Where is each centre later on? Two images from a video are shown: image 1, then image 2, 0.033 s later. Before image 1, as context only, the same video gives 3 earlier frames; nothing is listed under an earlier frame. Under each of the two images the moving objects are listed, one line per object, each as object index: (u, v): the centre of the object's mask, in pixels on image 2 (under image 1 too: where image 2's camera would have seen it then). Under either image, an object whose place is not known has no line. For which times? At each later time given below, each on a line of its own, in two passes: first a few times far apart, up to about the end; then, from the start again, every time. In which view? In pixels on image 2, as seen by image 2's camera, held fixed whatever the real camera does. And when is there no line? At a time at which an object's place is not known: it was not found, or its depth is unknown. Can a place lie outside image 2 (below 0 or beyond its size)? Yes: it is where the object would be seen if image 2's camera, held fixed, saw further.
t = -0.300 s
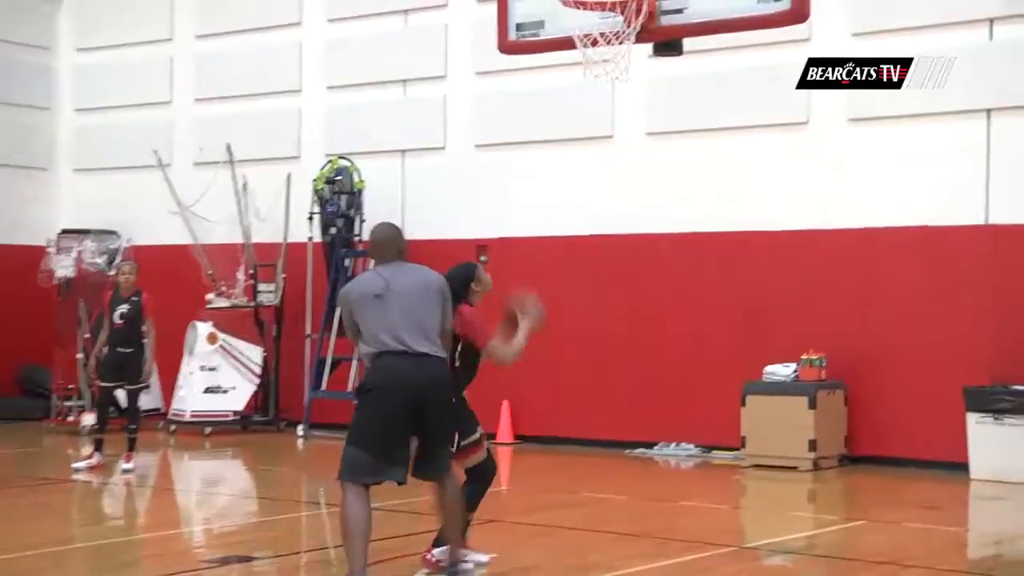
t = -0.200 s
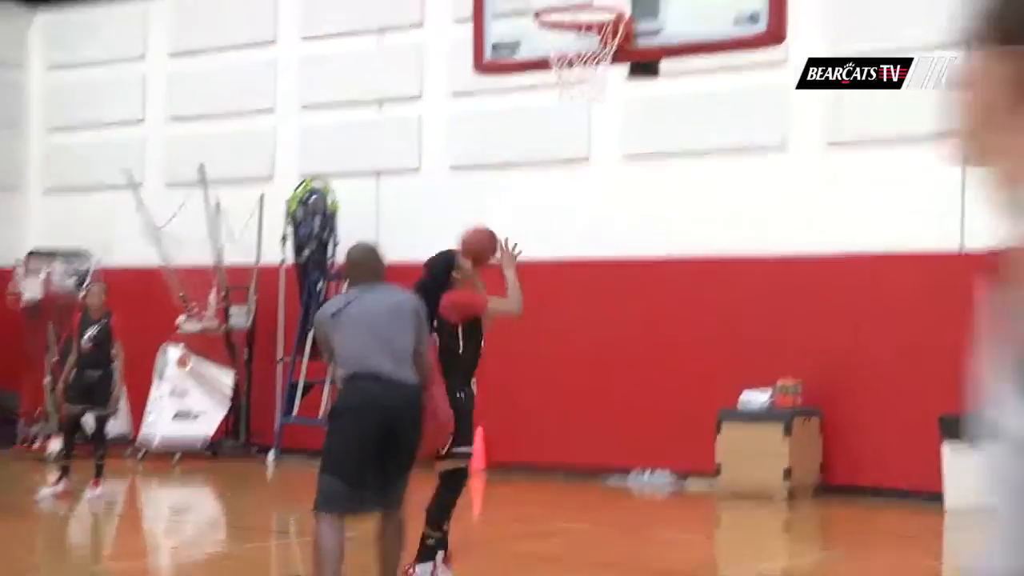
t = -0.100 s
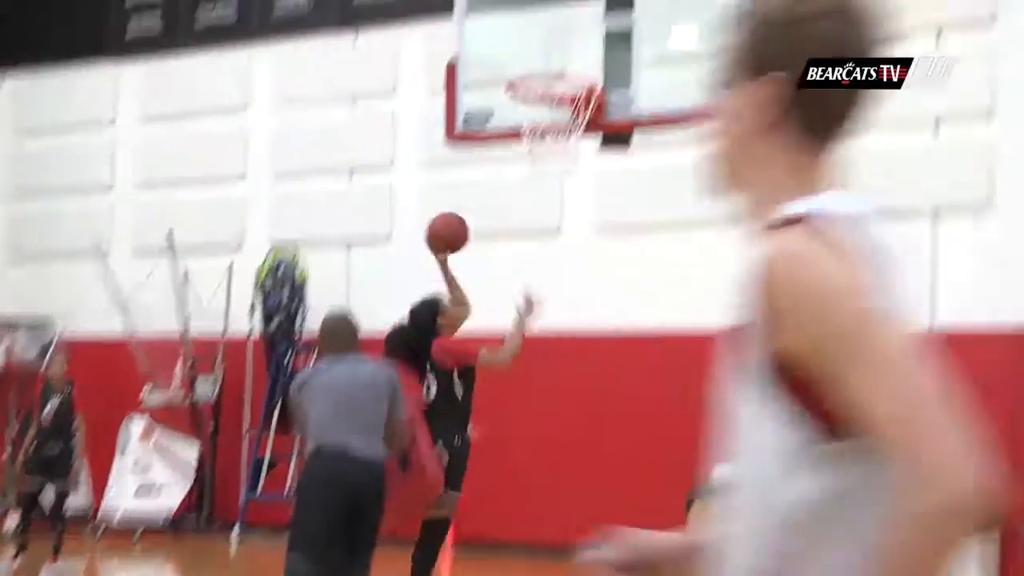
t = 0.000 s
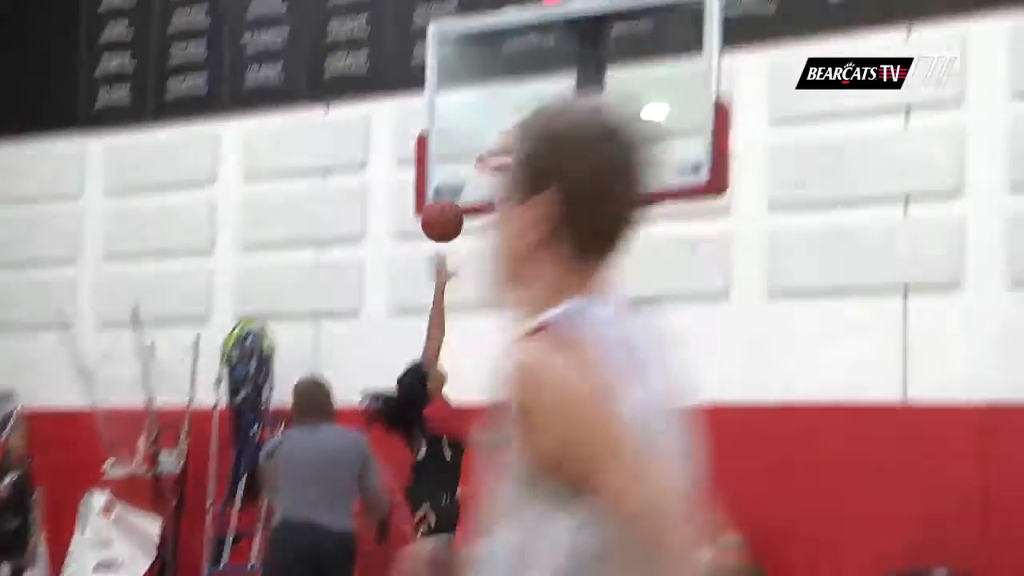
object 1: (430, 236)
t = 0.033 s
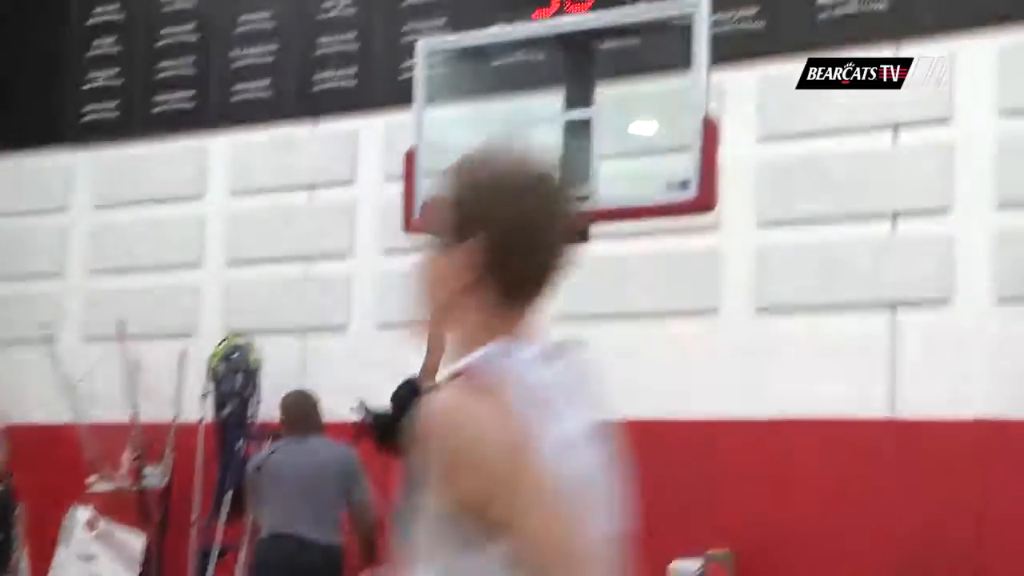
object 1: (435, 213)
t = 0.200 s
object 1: (474, 132)
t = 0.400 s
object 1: (484, 121)
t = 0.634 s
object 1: (500, 193)
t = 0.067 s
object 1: (445, 179)
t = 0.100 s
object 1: (455, 170)
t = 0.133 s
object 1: (466, 153)
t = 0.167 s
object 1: (472, 141)
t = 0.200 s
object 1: (474, 132)
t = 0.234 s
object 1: (476, 126)
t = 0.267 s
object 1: (478, 121)
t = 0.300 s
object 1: (480, 118)
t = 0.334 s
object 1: (481, 117)
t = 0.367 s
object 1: (482, 118)
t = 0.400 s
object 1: (484, 121)
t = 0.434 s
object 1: (485, 126)
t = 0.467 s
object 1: (486, 133)
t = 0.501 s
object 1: (487, 142)
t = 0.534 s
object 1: (488, 151)
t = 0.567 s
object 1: (489, 158)
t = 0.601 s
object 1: (494, 179)
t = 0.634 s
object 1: (500, 193)
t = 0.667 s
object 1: (508, 210)
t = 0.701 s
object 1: (515, 230)
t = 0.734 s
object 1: (522, 246)
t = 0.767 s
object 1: (527, 264)
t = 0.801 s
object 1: (531, 282)
